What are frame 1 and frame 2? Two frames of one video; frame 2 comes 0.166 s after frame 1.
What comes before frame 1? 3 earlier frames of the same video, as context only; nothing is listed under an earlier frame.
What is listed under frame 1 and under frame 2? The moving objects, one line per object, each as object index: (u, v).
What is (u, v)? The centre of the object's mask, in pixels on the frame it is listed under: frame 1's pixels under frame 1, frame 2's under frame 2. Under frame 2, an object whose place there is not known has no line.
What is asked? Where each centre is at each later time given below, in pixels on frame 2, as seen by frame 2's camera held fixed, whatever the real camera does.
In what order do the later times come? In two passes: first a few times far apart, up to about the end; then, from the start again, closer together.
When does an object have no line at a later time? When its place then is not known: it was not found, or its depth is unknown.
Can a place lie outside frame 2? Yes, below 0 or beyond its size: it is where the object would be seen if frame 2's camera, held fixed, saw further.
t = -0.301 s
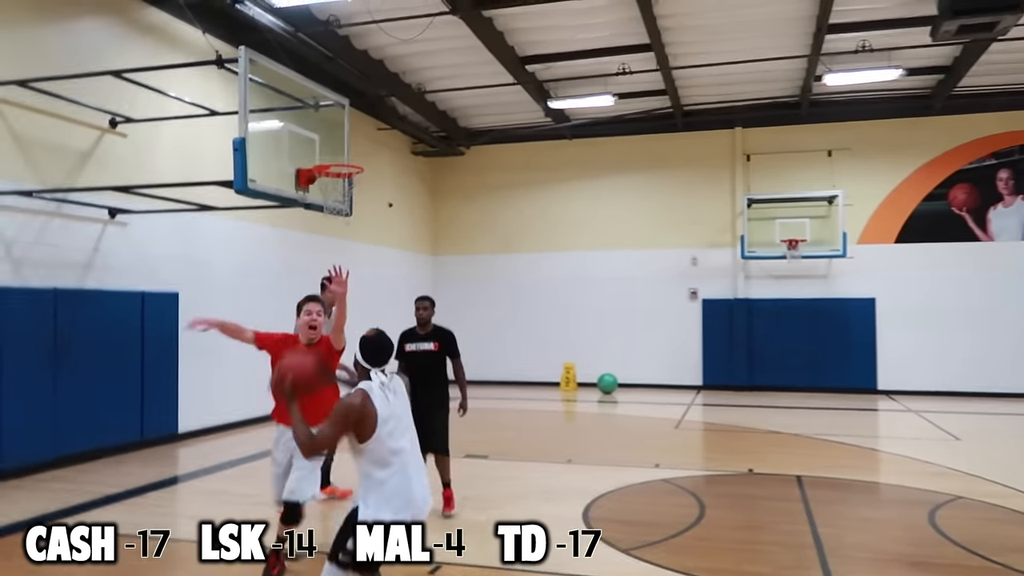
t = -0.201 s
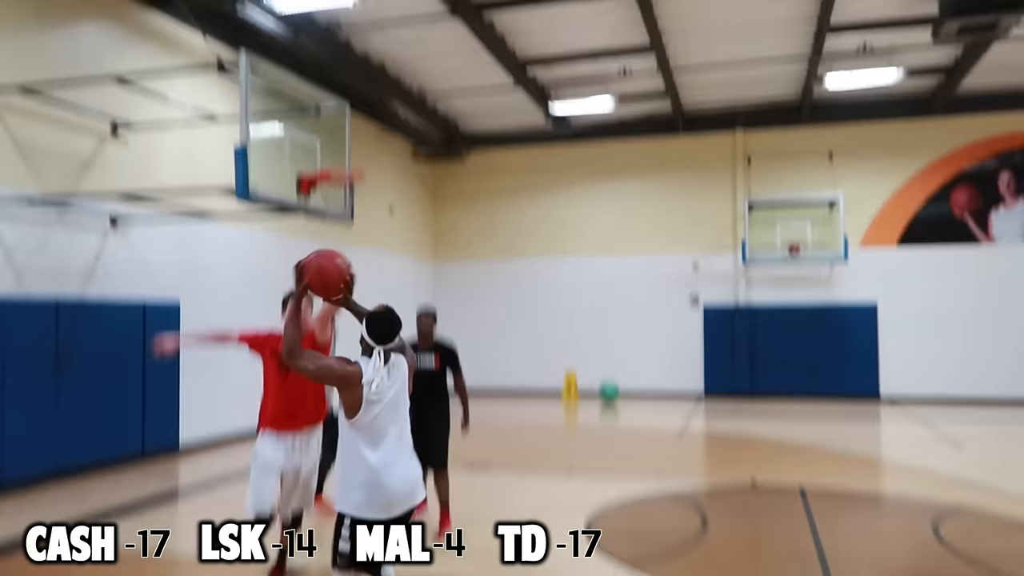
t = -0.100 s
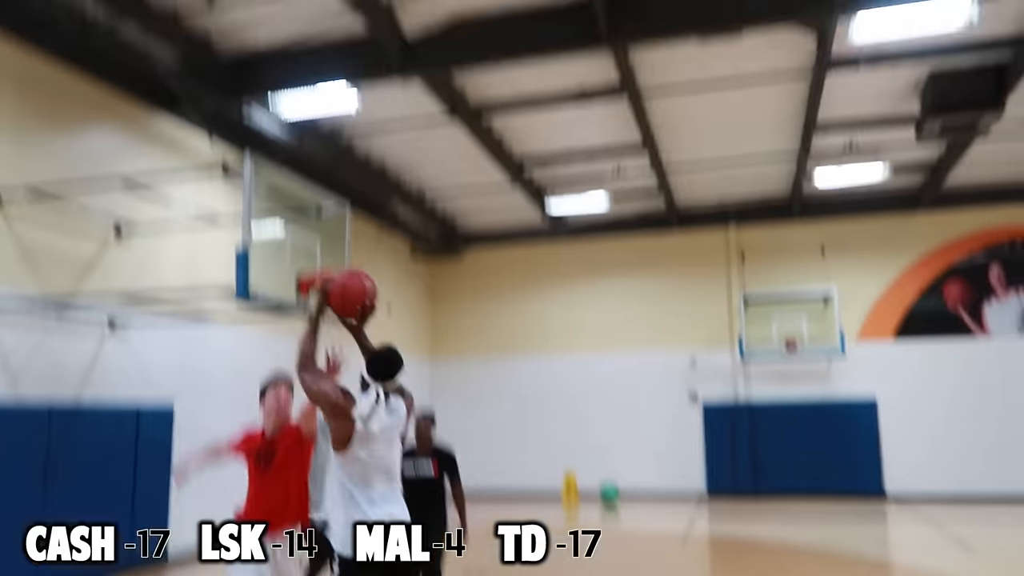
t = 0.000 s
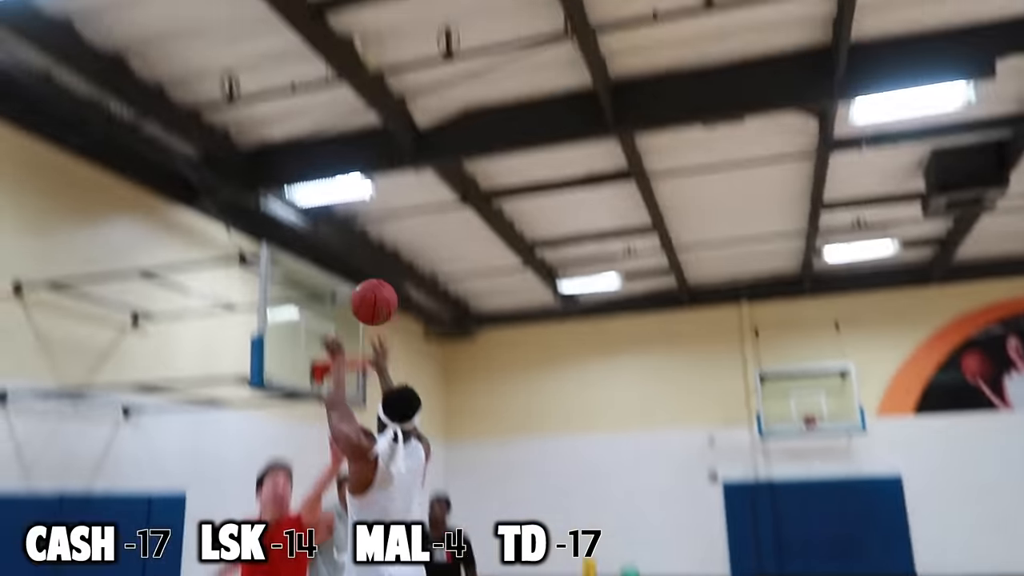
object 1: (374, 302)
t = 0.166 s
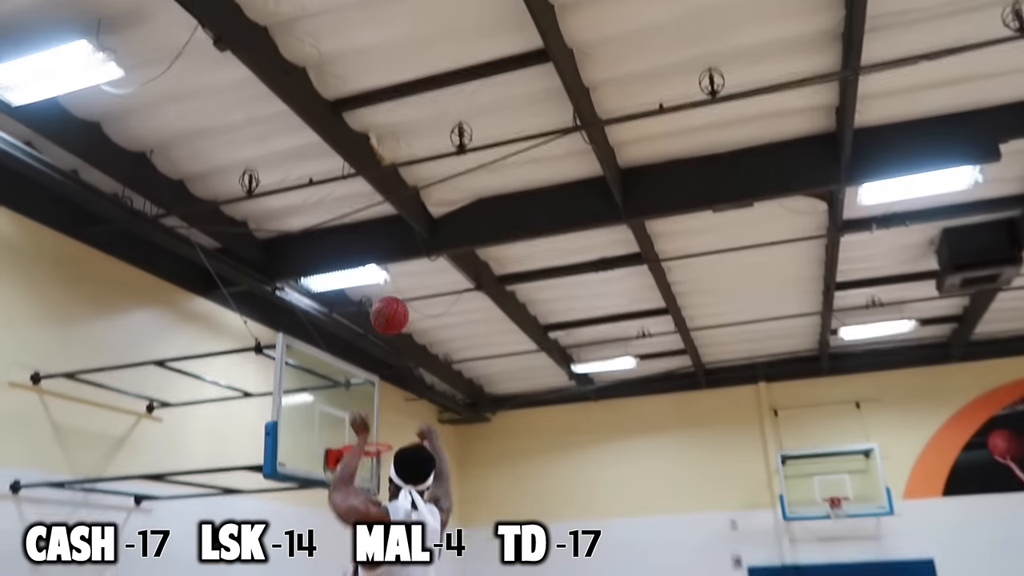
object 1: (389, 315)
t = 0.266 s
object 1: (389, 299)
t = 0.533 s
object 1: (387, 320)
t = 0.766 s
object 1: (386, 391)
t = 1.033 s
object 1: (354, 436)
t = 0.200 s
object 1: (389, 307)
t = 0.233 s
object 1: (389, 302)
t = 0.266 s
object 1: (389, 299)
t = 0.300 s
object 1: (388, 297)
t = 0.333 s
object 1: (388, 297)
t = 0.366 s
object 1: (388, 297)
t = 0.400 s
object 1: (388, 299)
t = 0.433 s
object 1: (388, 302)
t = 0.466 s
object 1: (387, 307)
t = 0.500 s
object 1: (388, 313)
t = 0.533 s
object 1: (387, 320)
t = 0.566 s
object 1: (387, 327)
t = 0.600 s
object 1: (387, 336)
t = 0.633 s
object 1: (387, 344)
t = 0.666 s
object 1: (386, 355)
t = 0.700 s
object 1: (386, 366)
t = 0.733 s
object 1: (386, 377)
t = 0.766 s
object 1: (386, 391)
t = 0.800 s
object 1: (385, 405)
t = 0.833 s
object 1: (385, 419)
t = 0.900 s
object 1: (382, 435)
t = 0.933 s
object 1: (377, 436)
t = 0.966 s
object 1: (369, 441)
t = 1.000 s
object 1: (361, 437)
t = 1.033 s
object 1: (354, 436)
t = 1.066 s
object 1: (349, 434)
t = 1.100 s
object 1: (344, 432)
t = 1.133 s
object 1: (339, 431)
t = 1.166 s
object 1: (333, 431)
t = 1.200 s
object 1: (328, 431)
